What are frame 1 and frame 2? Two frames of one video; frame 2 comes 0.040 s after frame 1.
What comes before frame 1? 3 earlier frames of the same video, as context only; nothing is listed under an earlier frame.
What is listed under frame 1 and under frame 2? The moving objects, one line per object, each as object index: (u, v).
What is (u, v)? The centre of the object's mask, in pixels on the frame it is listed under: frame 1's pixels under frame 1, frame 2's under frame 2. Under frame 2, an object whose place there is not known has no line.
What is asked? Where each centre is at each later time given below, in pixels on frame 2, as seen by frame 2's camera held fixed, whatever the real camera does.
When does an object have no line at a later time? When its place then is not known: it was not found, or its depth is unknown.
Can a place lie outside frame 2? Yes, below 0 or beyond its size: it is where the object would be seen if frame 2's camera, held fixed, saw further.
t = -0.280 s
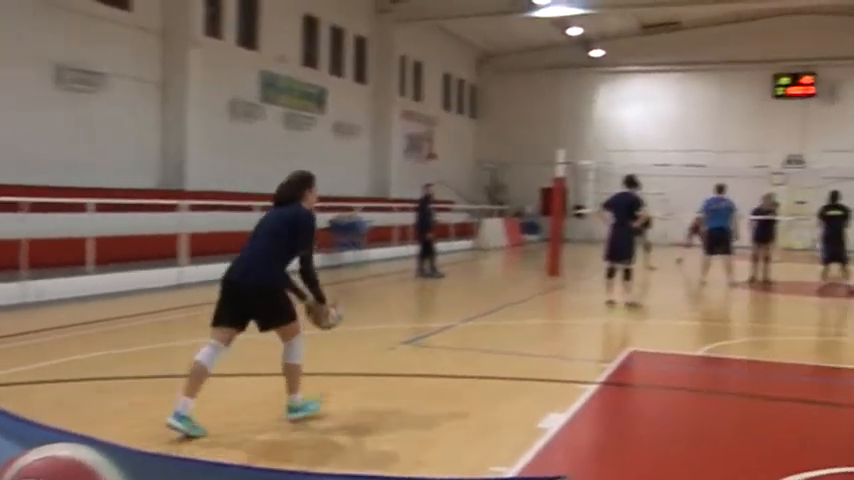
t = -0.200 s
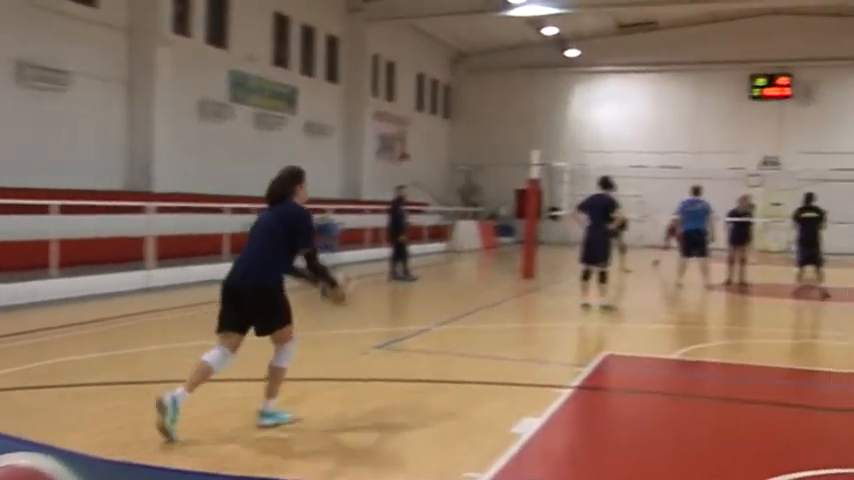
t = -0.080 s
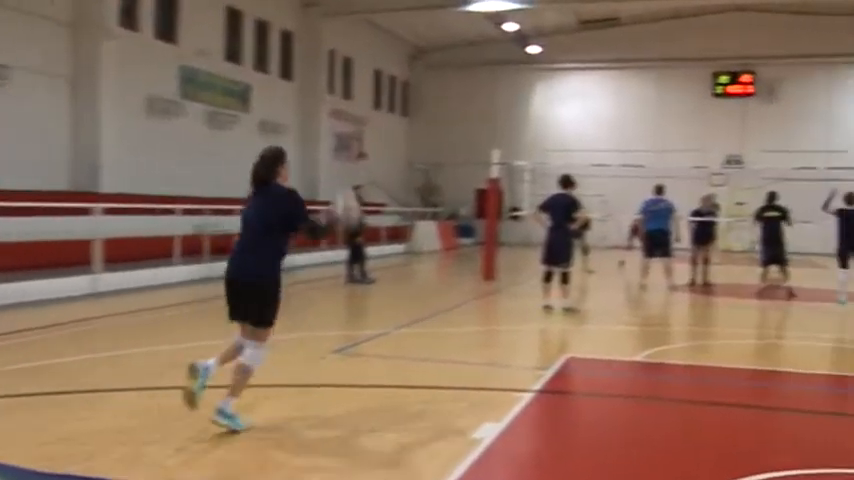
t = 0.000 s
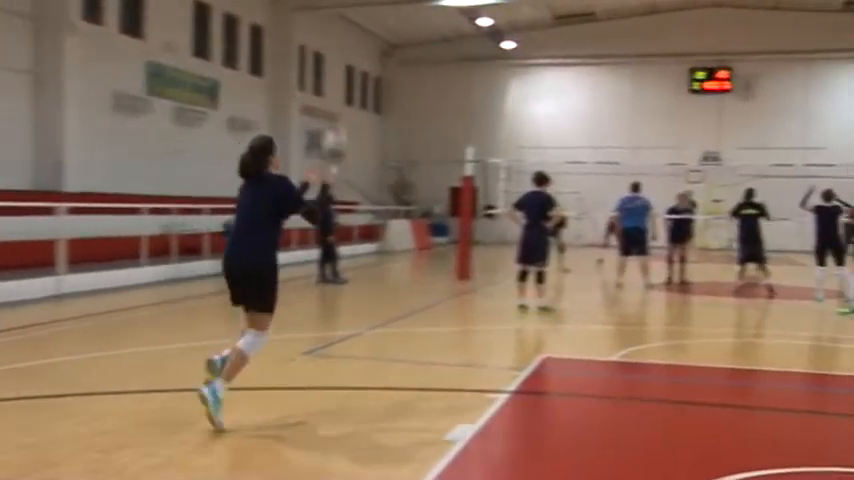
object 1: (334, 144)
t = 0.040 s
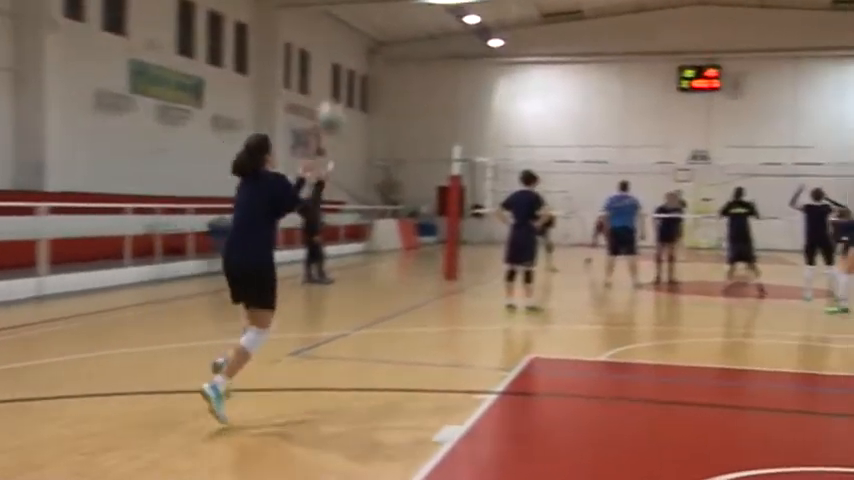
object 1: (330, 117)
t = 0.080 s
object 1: (341, 92)
